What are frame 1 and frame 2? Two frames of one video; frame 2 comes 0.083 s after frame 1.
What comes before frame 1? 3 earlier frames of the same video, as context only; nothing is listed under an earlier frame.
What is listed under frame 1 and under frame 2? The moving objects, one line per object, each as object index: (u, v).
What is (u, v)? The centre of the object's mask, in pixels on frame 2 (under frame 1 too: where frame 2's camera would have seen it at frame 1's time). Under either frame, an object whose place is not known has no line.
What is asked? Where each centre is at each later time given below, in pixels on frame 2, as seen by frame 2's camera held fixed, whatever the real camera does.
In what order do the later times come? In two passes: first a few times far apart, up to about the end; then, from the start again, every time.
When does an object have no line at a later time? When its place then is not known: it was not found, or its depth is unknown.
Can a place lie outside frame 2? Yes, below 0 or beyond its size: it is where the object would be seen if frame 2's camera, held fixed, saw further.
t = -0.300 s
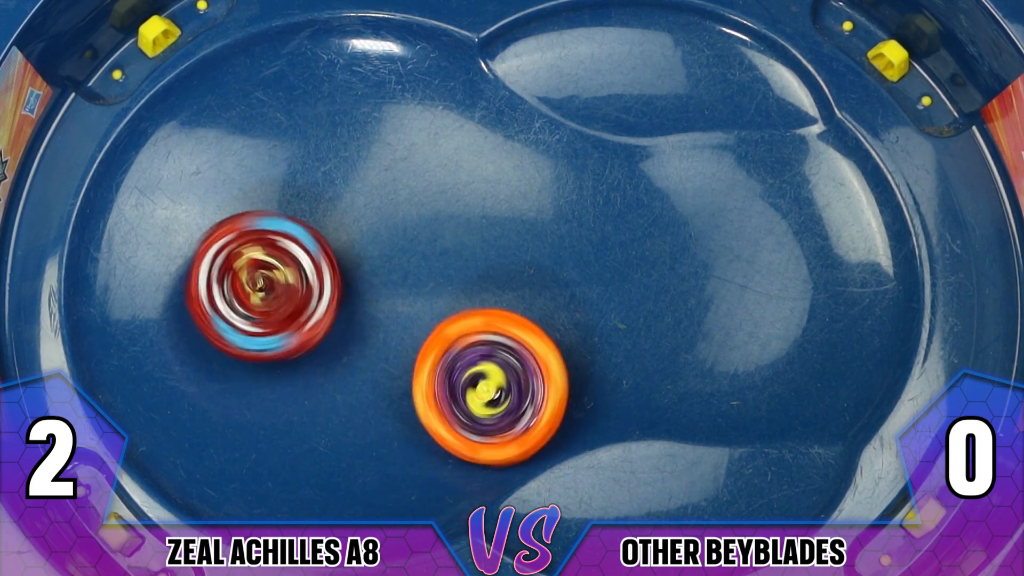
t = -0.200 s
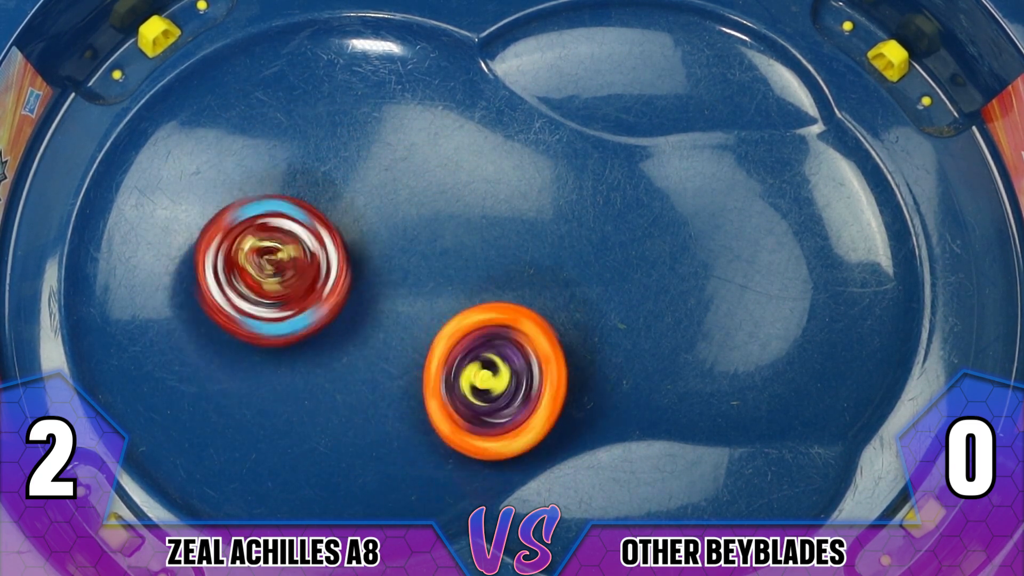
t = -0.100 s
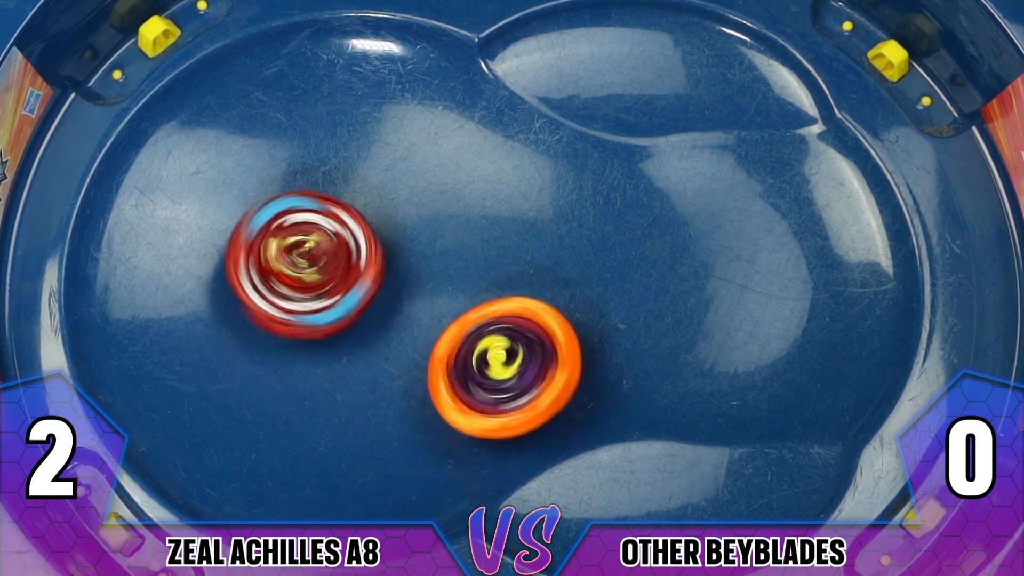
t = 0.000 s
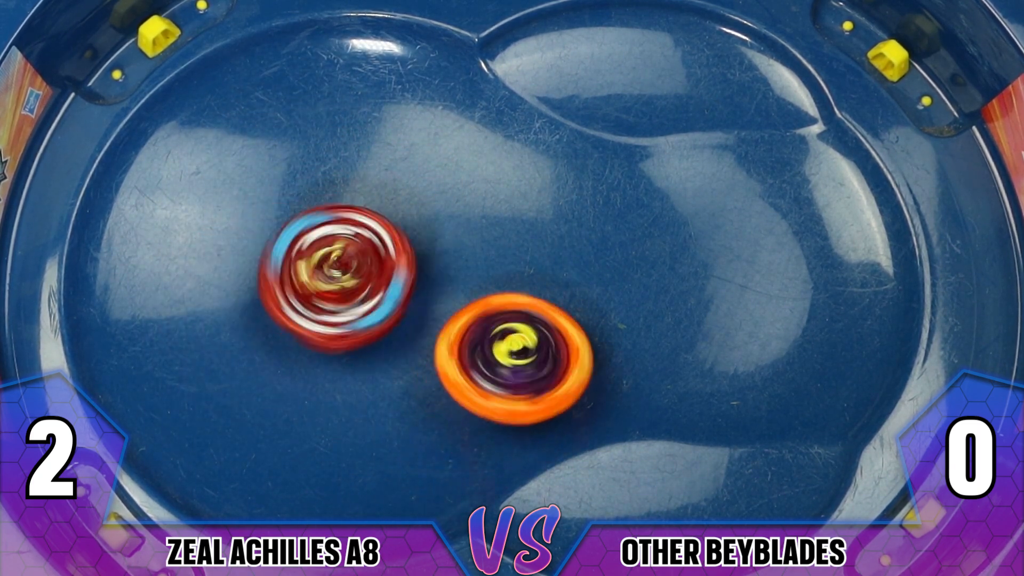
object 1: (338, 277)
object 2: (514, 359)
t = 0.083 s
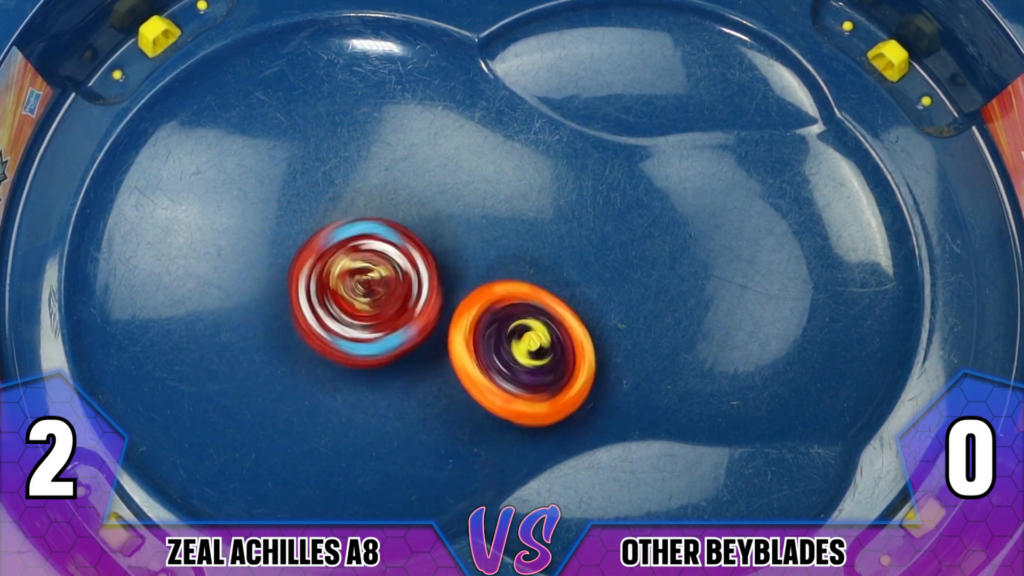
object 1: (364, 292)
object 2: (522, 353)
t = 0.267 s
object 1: (354, 322)
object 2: (551, 328)
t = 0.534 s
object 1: (263, 285)
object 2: (579, 258)
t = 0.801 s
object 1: (328, 231)
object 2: (586, 193)
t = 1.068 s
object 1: (401, 272)
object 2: (556, 208)
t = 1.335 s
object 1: (392, 348)
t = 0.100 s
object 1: (370, 296)
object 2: (523, 353)
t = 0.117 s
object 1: (374, 300)
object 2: (524, 352)
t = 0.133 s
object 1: (378, 304)
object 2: (524, 351)
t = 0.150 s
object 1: (381, 307)
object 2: (524, 349)
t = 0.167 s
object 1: (383, 310)
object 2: (524, 348)
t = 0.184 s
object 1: (382, 314)
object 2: (526, 346)
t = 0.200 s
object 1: (377, 317)
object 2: (534, 343)
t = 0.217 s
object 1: (371, 318)
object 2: (540, 341)
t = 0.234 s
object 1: (365, 321)
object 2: (545, 337)
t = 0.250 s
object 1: (360, 322)
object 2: (548, 333)
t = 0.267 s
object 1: (354, 322)
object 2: (551, 328)
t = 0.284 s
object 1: (347, 321)
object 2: (554, 323)
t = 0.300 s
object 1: (340, 322)
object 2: (556, 318)
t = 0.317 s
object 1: (332, 321)
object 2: (558, 314)
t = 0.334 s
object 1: (323, 321)
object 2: (560, 309)
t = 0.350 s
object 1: (317, 322)
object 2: (562, 304)
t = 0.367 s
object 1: (312, 321)
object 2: (563, 300)
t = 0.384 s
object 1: (307, 320)
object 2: (565, 295)
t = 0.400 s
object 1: (301, 318)
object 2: (567, 291)
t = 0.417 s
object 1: (296, 316)
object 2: (568, 288)
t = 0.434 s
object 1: (290, 313)
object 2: (570, 283)
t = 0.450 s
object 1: (285, 311)
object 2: (571, 279)
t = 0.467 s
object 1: (281, 307)
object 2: (573, 275)
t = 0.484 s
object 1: (275, 302)
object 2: (574, 270)
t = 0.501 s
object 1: (270, 297)
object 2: (576, 266)
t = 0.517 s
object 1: (266, 291)
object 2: (577, 262)
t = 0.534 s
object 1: (263, 285)
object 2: (579, 258)
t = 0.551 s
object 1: (261, 281)
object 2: (580, 254)
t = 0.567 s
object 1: (261, 275)
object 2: (582, 249)
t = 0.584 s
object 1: (262, 268)
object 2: (583, 244)
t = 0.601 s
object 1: (264, 261)
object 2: (584, 240)
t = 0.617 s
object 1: (267, 255)
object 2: (585, 235)
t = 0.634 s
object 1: (270, 248)
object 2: (586, 231)
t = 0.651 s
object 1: (273, 245)
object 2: (587, 227)
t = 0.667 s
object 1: (278, 242)
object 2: (588, 222)
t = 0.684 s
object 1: (285, 239)
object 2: (588, 218)
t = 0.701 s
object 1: (290, 236)
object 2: (588, 213)
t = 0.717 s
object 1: (297, 234)
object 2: (588, 209)
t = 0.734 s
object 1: (304, 232)
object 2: (587, 205)
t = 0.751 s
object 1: (309, 230)
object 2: (587, 202)
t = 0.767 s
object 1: (315, 231)
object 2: (587, 198)
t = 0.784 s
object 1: (322, 232)
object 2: (587, 195)
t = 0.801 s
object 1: (328, 231)
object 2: (586, 193)
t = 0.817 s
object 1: (332, 231)
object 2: (585, 190)
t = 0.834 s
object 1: (339, 233)
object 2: (585, 188)
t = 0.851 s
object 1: (345, 233)
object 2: (584, 187)
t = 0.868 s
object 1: (350, 236)
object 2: (584, 186)
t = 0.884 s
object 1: (358, 239)
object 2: (583, 186)
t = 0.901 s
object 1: (366, 240)
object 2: (583, 186)
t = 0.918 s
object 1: (370, 241)
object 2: (583, 187)
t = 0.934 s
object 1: (375, 244)
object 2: (582, 188)
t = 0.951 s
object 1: (379, 246)
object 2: (581, 191)
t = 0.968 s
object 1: (382, 249)
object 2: (580, 193)
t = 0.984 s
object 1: (387, 254)
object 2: (577, 196)
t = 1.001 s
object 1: (392, 258)
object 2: (574, 199)
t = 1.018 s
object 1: (396, 260)
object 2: (571, 202)
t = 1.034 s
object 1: (397, 264)
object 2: (566, 204)
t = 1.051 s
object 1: (399, 268)
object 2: (561, 206)
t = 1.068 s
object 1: (401, 272)
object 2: (556, 208)
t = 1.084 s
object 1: (402, 276)
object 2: (551, 209)
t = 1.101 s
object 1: (403, 280)
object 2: (546, 210)
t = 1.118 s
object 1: (404, 282)
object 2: (541, 211)
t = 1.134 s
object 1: (405, 286)
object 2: (537, 212)
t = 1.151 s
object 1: (405, 290)
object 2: (533, 212)
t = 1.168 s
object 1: (406, 292)
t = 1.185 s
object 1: (404, 295)
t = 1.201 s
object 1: (403, 301)
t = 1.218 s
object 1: (403, 307)
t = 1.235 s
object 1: (399, 312)
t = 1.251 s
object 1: (394, 320)
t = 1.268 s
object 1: (390, 328)
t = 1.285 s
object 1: (388, 335)
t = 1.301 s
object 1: (388, 341)
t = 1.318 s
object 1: (390, 346)
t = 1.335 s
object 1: (392, 348)
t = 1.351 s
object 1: (393, 351)
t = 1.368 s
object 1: (394, 351)
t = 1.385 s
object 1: (394, 350)
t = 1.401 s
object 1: (392, 348)
